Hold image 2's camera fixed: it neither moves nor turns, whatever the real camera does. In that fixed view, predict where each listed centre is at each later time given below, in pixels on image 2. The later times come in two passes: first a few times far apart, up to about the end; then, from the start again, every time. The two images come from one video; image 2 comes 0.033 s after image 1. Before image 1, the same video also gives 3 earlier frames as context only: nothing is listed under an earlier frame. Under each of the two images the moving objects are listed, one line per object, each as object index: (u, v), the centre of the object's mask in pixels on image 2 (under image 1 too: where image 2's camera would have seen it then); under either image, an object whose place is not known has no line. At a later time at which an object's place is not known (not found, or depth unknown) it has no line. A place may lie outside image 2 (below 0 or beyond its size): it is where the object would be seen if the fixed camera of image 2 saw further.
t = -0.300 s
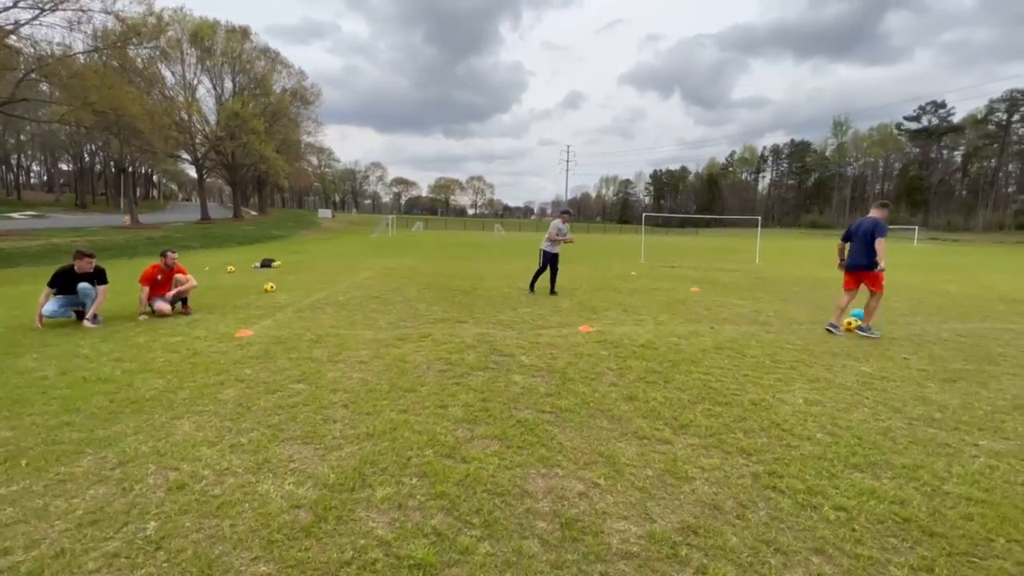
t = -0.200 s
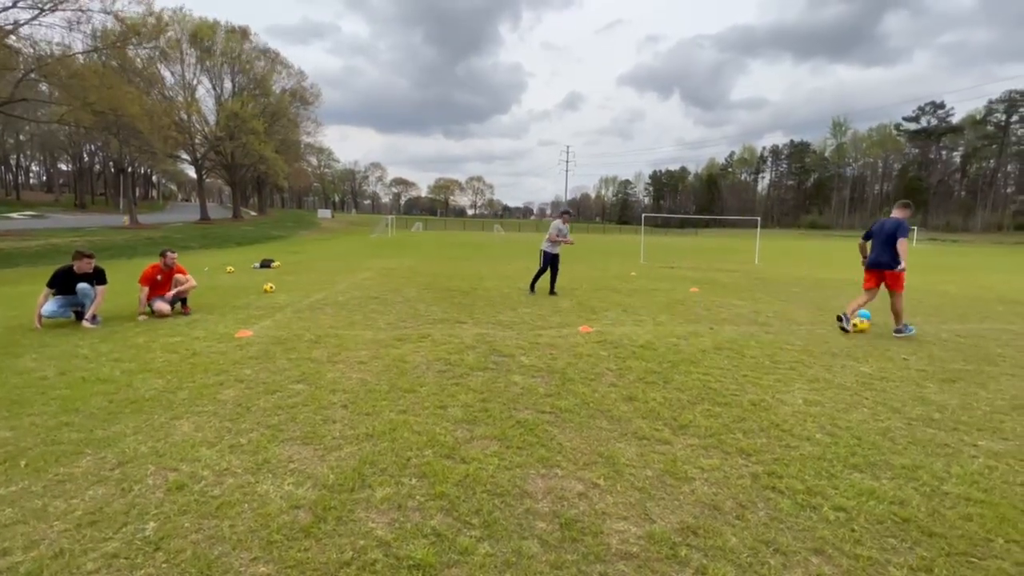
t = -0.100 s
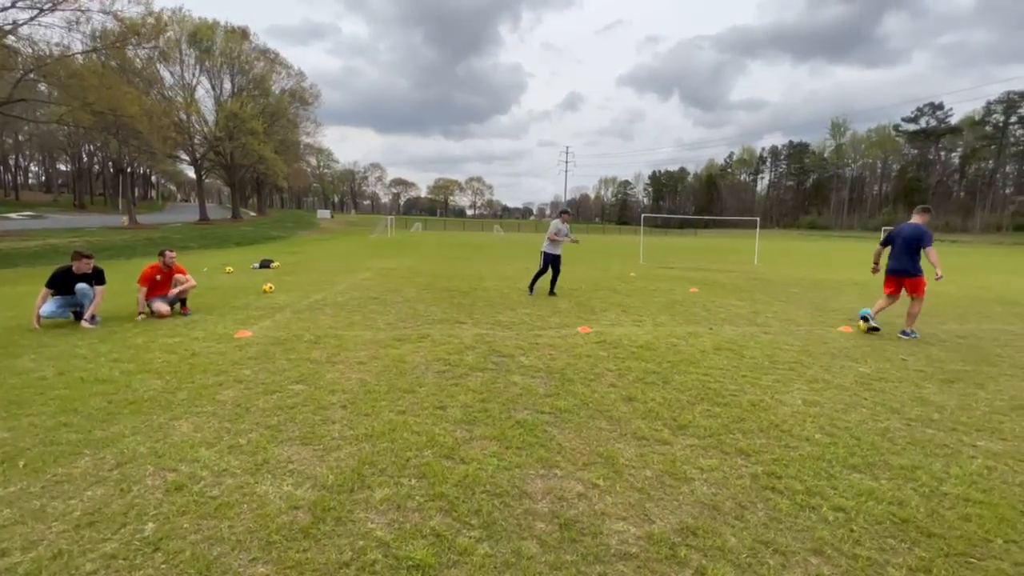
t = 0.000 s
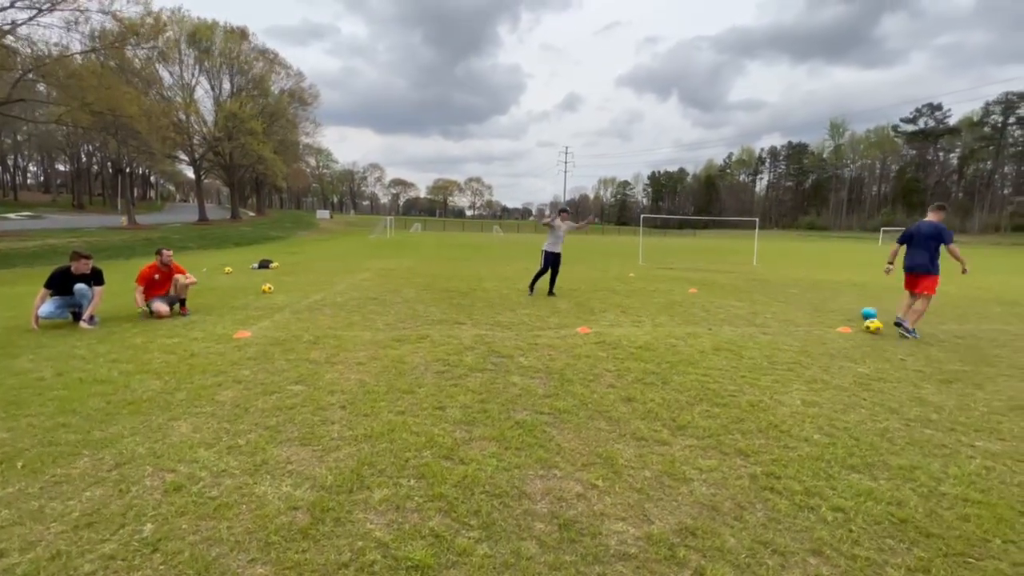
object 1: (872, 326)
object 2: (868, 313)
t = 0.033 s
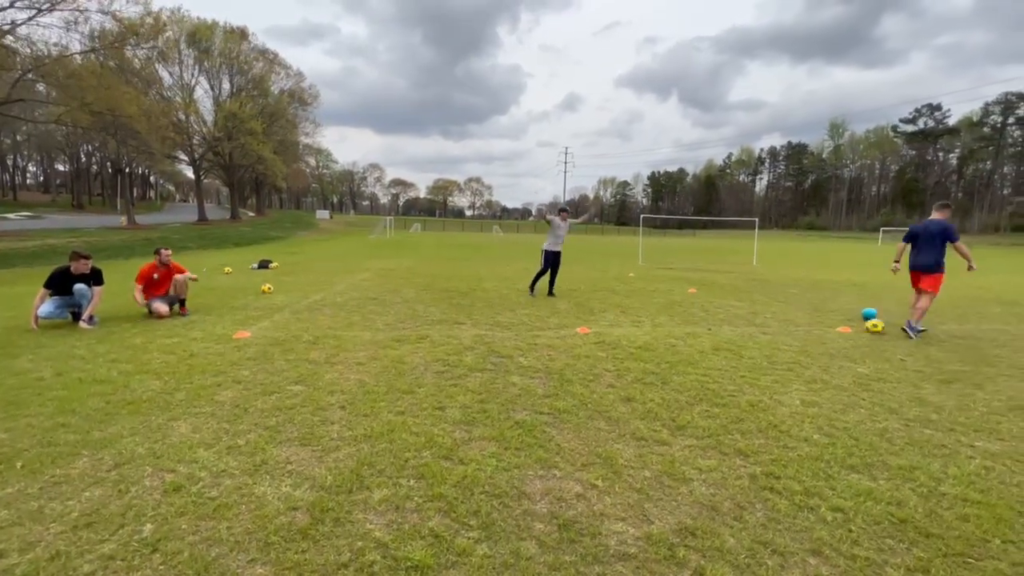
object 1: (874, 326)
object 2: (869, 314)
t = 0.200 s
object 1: (886, 325)
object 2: (874, 313)
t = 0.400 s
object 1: (899, 325)
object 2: (880, 311)
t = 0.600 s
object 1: (910, 325)
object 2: (886, 309)
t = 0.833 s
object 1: (921, 324)
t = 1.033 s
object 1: (929, 324)
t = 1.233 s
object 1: (936, 323)
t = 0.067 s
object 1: (877, 326)
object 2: (870, 314)
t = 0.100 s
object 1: (880, 326)
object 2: (871, 313)
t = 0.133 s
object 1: (881, 326)
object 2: (873, 313)
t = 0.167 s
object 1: (885, 325)
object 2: (873, 313)
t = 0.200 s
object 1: (886, 325)
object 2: (874, 313)
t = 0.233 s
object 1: (889, 325)
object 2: (875, 312)
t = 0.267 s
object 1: (891, 325)
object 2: (876, 311)
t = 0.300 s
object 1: (893, 325)
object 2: (877, 312)
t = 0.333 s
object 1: (895, 325)
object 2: (878, 311)
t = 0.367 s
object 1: (897, 325)
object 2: (879, 311)
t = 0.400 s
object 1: (899, 325)
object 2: (880, 311)
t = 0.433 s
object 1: (901, 325)
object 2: (881, 310)
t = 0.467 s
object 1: (903, 325)
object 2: (882, 310)
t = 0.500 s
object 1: (905, 325)
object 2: (883, 310)
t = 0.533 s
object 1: (906, 325)
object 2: (884, 310)
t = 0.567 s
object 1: (908, 325)
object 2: (885, 309)
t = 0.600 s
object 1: (910, 325)
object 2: (886, 309)
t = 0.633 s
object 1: (912, 324)
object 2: (886, 309)
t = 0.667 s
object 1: (914, 324)
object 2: (887, 309)
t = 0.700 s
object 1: (915, 325)
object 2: (888, 309)
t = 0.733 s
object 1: (917, 325)
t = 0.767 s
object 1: (918, 324)
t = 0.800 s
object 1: (920, 324)
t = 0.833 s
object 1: (921, 324)
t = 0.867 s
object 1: (922, 324)
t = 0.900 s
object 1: (924, 324)
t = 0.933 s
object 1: (925, 324)
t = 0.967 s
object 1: (927, 324)
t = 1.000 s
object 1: (928, 324)
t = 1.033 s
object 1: (929, 324)
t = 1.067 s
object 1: (931, 324)
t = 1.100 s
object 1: (932, 324)
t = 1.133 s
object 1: (933, 323)
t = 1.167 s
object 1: (934, 323)
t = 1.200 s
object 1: (935, 323)
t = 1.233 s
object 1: (936, 323)
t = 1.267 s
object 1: (936, 323)
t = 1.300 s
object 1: (937, 323)
